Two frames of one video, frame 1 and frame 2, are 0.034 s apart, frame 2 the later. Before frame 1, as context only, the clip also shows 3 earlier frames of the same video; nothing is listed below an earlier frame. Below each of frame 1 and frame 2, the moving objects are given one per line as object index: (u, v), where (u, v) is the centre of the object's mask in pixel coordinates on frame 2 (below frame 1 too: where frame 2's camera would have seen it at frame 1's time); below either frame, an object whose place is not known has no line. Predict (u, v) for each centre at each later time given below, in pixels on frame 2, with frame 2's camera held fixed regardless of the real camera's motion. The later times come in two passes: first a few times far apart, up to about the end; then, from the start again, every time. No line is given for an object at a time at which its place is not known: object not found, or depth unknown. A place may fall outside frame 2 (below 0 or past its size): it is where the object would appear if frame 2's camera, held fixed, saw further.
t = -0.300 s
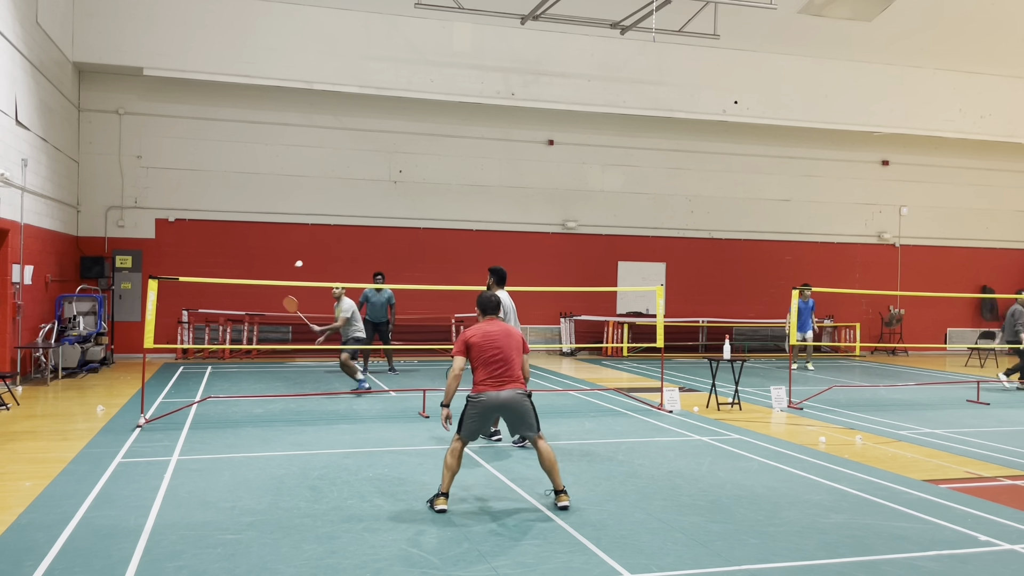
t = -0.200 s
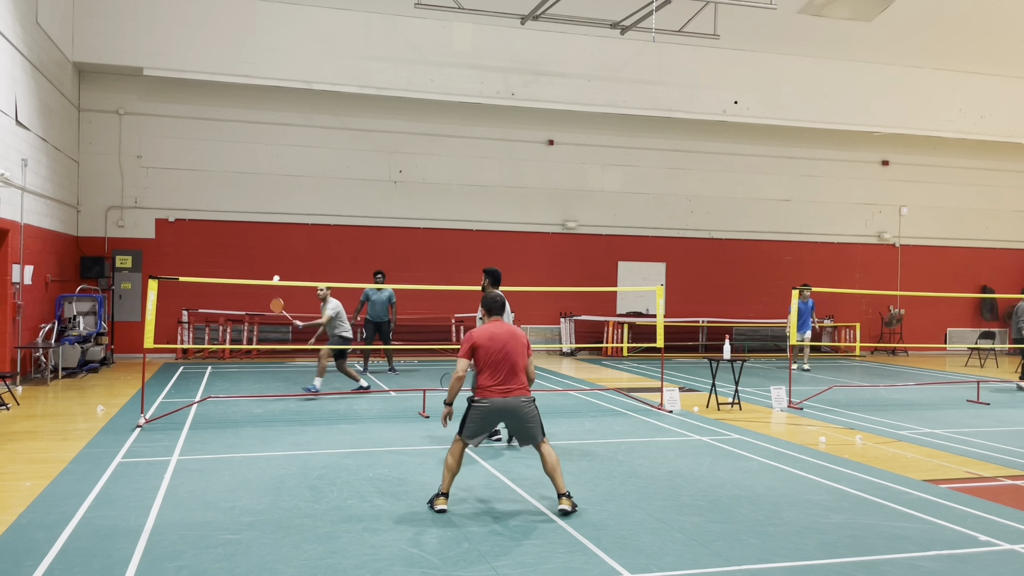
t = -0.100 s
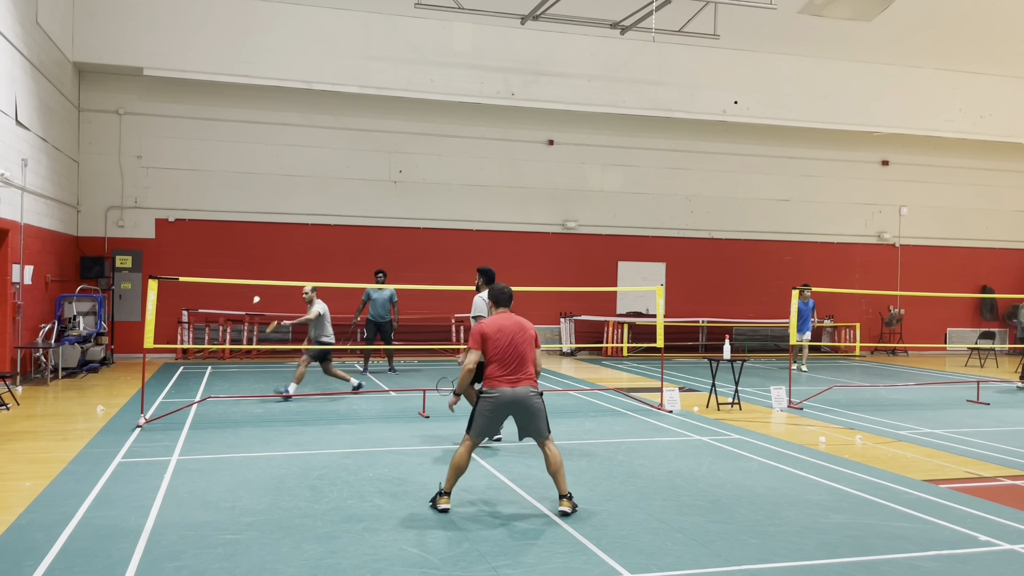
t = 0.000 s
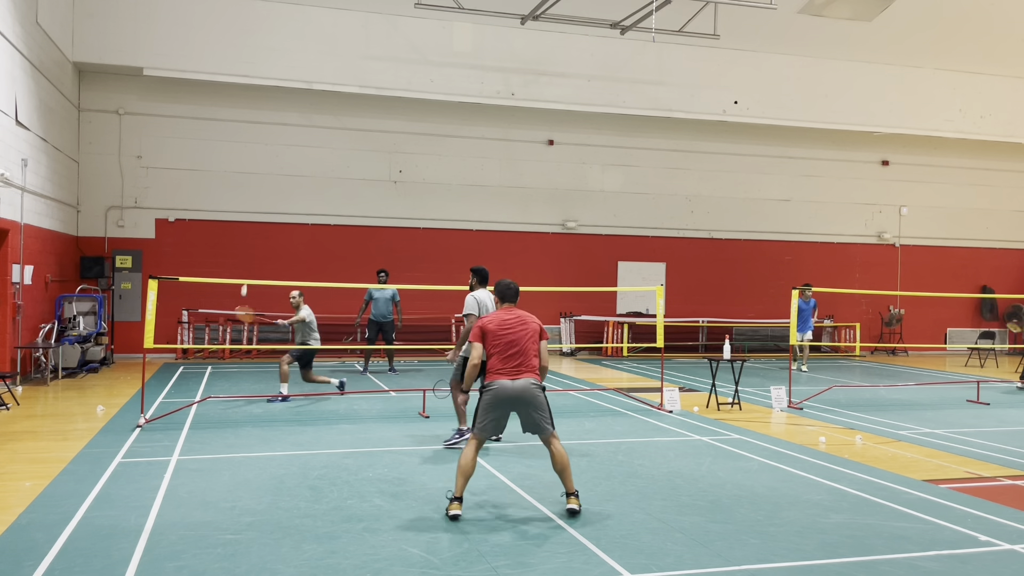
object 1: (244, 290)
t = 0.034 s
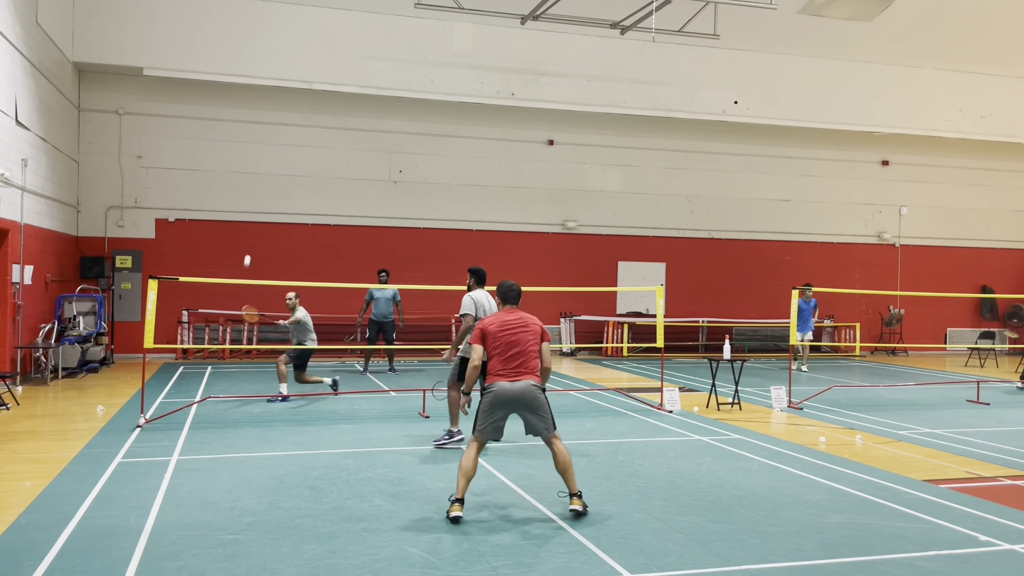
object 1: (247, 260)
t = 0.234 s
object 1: (257, 152)
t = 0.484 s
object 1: (265, 85)
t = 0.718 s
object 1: (268, 88)
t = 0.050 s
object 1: (248, 249)
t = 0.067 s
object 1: (249, 240)
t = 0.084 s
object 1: (251, 230)
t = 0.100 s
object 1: (251, 219)
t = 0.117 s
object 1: (252, 211)
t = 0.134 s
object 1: (252, 200)
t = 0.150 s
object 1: (255, 189)
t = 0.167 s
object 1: (254, 180)
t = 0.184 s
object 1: (255, 176)
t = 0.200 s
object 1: (255, 168)
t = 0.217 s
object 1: (256, 159)
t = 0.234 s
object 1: (257, 152)
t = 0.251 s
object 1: (258, 146)
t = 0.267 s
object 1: (259, 139)
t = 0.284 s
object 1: (259, 133)
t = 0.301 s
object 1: (259, 128)
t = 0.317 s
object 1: (260, 122)
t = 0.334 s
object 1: (260, 116)
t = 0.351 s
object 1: (261, 112)
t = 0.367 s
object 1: (262, 107)
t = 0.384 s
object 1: (262, 103)
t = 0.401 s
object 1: (262, 99)
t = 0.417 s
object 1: (263, 96)
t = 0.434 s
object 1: (263, 93)
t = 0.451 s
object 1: (264, 90)
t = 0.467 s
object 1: (264, 87)
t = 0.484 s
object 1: (265, 85)
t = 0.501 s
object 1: (265, 83)
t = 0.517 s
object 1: (265, 81)
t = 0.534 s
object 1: (266, 80)
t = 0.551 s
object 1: (266, 78)
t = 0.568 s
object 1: (266, 78)
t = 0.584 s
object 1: (266, 77)
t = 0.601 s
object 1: (267, 77)
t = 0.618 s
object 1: (267, 78)
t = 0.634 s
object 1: (267, 78)
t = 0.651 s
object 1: (267, 79)
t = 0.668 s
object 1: (267, 81)
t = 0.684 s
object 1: (267, 83)
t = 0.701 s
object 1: (268, 85)
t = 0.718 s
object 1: (268, 88)
